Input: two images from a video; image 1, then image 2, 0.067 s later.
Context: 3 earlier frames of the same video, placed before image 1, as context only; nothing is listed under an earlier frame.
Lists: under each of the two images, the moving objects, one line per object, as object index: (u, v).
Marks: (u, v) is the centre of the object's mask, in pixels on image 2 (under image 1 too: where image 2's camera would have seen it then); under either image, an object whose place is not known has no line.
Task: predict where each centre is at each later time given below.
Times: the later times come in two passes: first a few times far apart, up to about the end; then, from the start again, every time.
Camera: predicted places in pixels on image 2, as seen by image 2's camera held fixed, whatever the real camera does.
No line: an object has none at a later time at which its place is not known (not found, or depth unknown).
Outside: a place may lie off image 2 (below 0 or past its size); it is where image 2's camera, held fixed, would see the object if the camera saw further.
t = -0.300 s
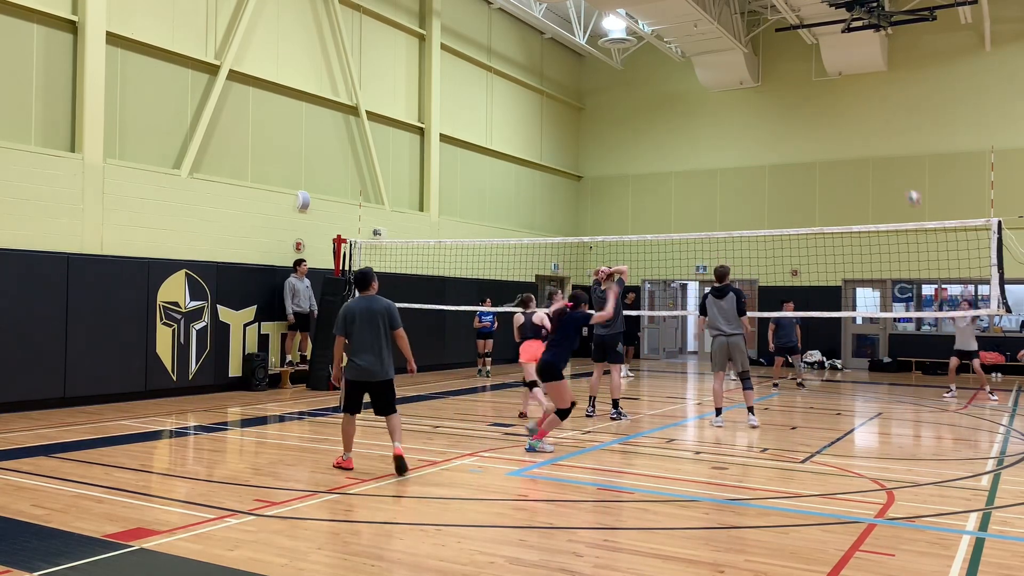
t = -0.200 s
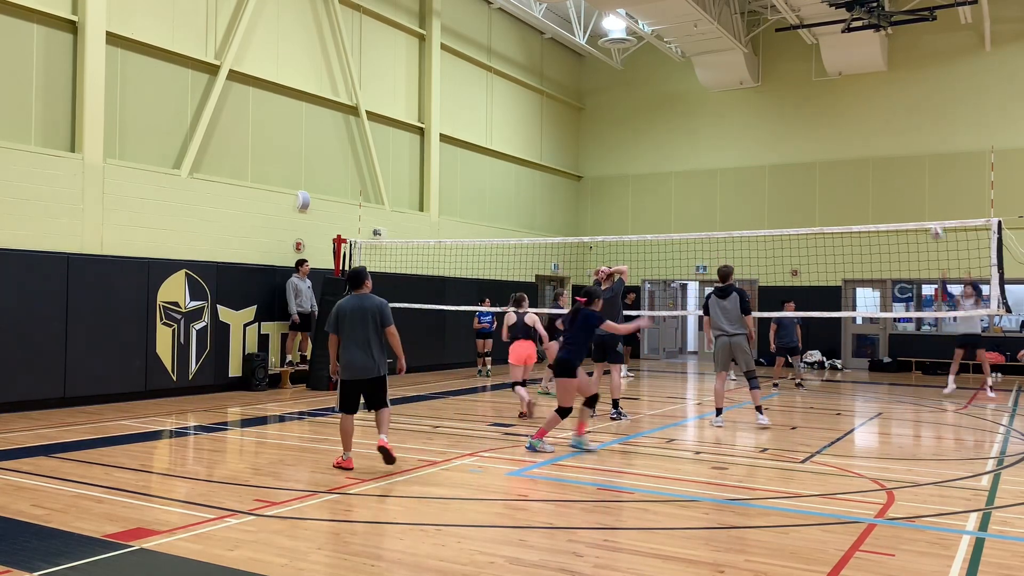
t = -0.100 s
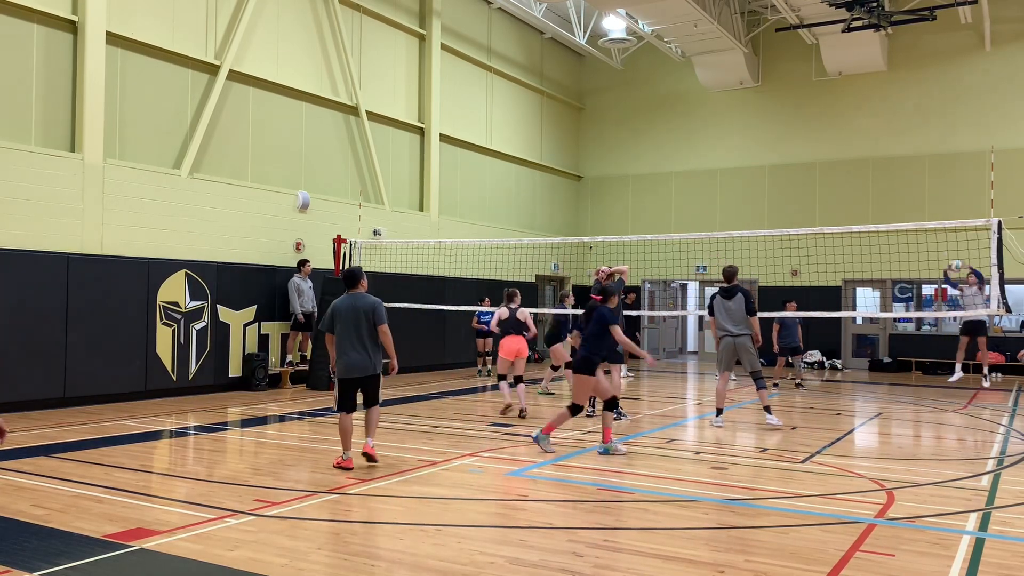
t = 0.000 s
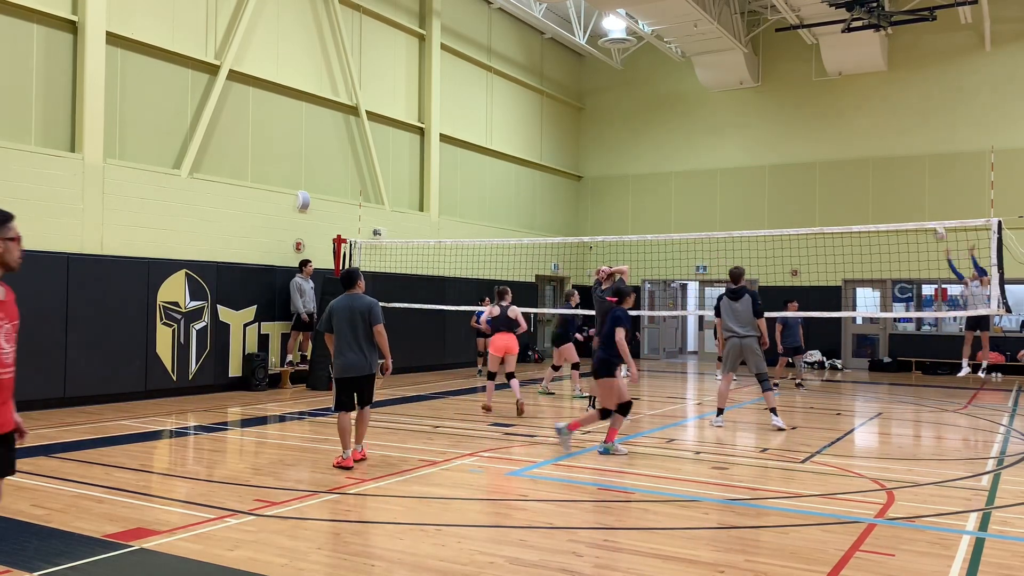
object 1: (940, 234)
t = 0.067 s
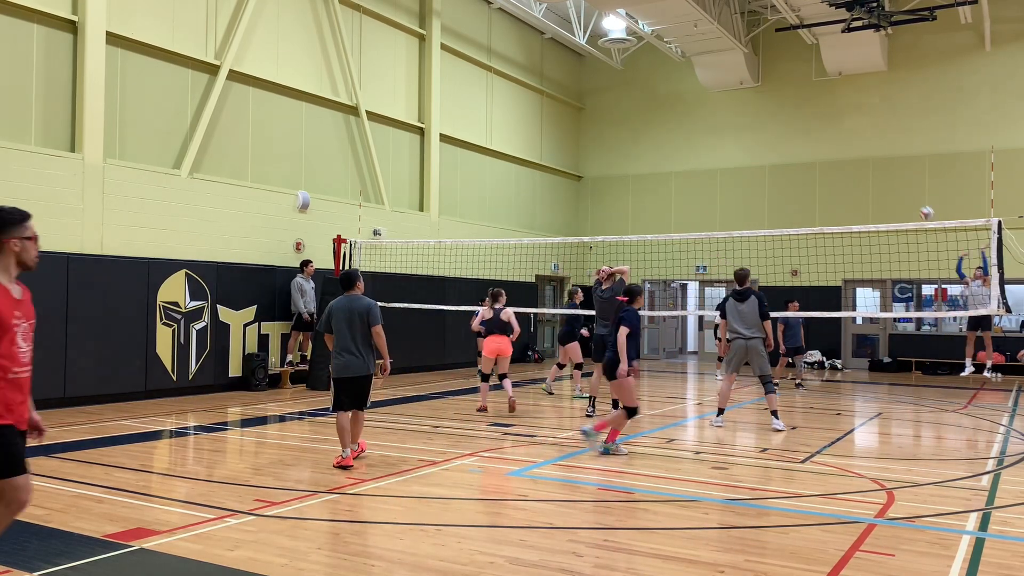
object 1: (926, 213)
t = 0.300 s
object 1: (883, 163)
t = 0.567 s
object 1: (832, 147)
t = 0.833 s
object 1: (780, 175)
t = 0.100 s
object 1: (920, 204)
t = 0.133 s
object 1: (915, 195)
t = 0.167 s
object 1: (908, 187)
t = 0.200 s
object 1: (902, 180)
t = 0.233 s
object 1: (896, 174)
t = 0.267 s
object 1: (889, 168)
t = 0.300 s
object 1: (883, 163)
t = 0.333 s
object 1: (876, 158)
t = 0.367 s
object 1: (871, 155)
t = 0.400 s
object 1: (864, 152)
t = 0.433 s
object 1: (858, 149)
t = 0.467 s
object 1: (851, 147)
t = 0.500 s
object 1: (845, 146)
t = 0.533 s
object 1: (838, 146)
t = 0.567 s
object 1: (832, 147)
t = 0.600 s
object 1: (825, 147)
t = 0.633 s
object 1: (819, 149)
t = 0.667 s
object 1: (812, 151)
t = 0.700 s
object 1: (806, 155)
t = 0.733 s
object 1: (800, 158)
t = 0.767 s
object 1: (793, 163)
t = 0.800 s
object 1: (786, 168)
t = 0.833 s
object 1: (780, 175)
